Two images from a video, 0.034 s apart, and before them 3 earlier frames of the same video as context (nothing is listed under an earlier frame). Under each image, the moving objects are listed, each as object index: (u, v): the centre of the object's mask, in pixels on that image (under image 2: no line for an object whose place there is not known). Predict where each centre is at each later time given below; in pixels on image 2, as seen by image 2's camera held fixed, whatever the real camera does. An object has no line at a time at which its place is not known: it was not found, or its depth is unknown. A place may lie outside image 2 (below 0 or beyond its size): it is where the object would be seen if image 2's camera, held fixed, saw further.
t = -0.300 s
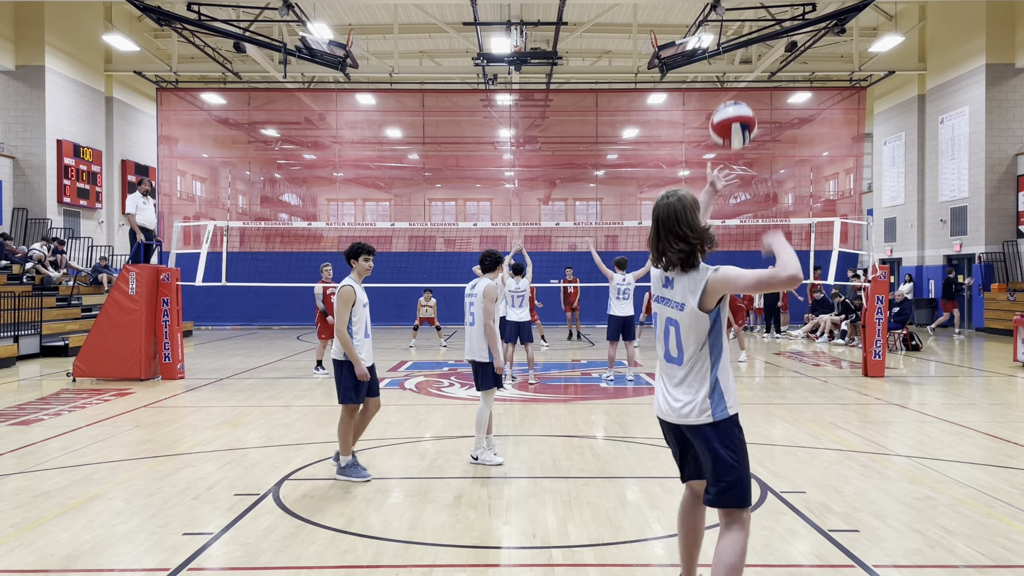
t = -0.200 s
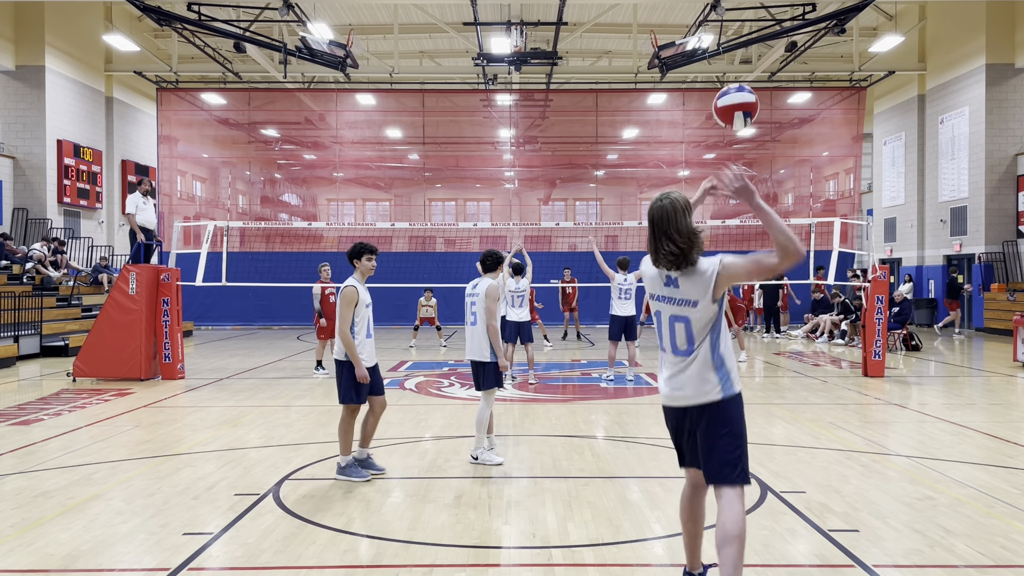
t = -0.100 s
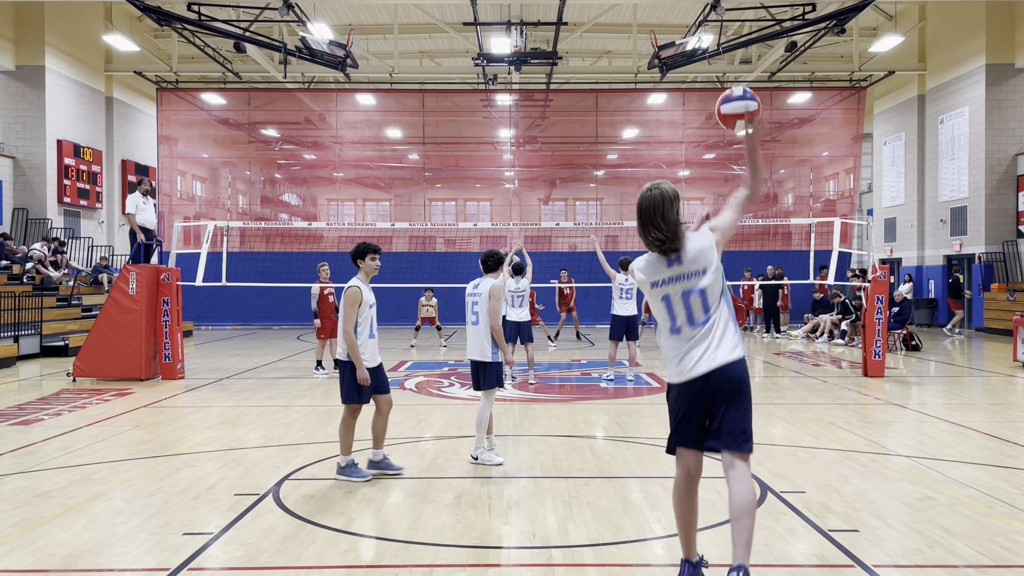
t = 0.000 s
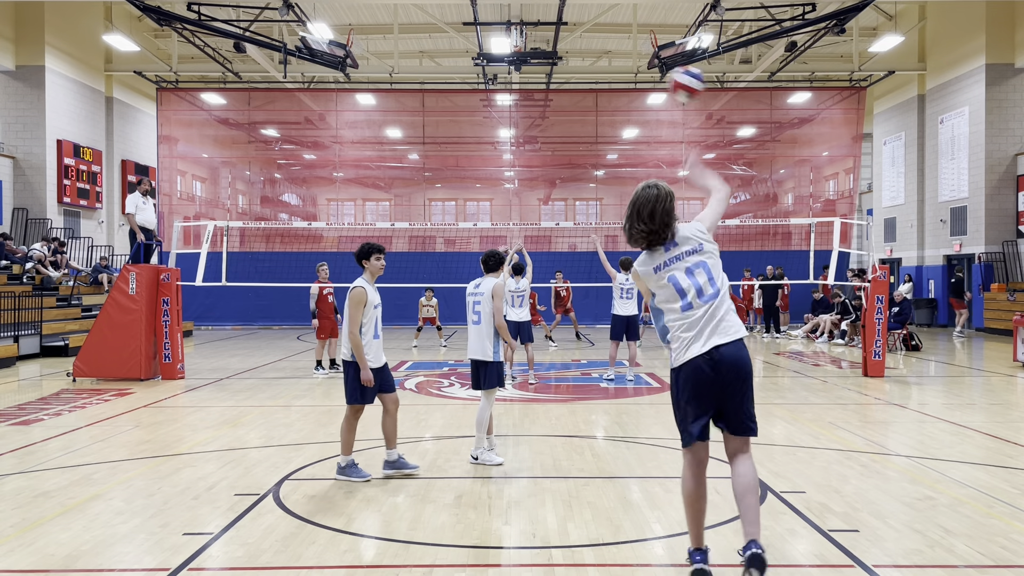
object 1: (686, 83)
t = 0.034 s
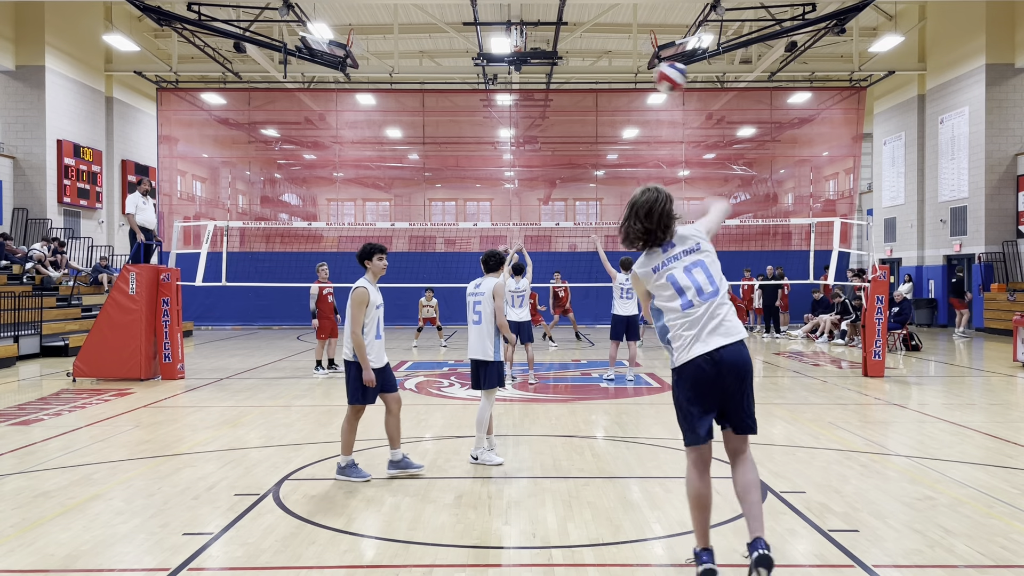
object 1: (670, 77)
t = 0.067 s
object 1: (658, 74)
